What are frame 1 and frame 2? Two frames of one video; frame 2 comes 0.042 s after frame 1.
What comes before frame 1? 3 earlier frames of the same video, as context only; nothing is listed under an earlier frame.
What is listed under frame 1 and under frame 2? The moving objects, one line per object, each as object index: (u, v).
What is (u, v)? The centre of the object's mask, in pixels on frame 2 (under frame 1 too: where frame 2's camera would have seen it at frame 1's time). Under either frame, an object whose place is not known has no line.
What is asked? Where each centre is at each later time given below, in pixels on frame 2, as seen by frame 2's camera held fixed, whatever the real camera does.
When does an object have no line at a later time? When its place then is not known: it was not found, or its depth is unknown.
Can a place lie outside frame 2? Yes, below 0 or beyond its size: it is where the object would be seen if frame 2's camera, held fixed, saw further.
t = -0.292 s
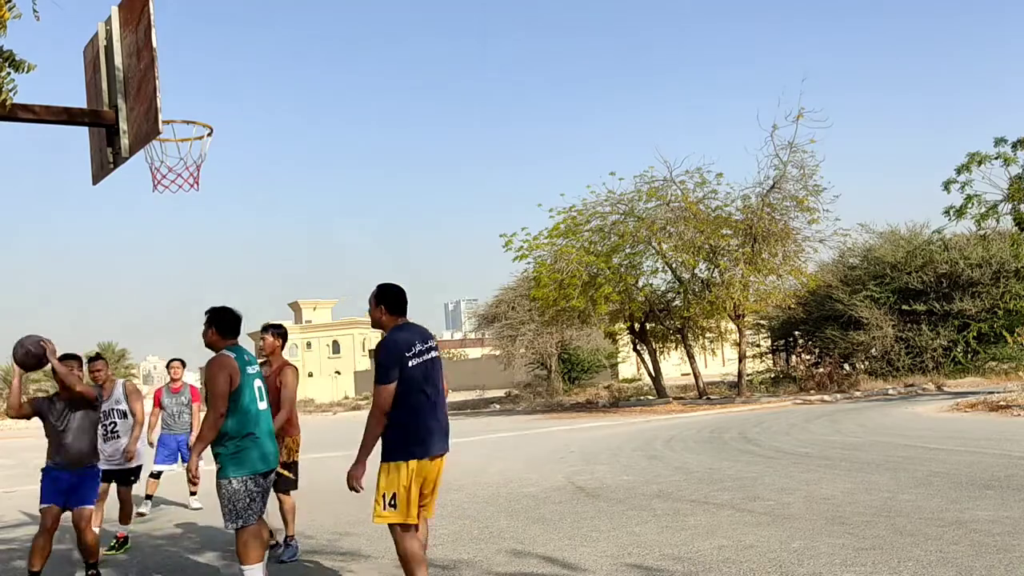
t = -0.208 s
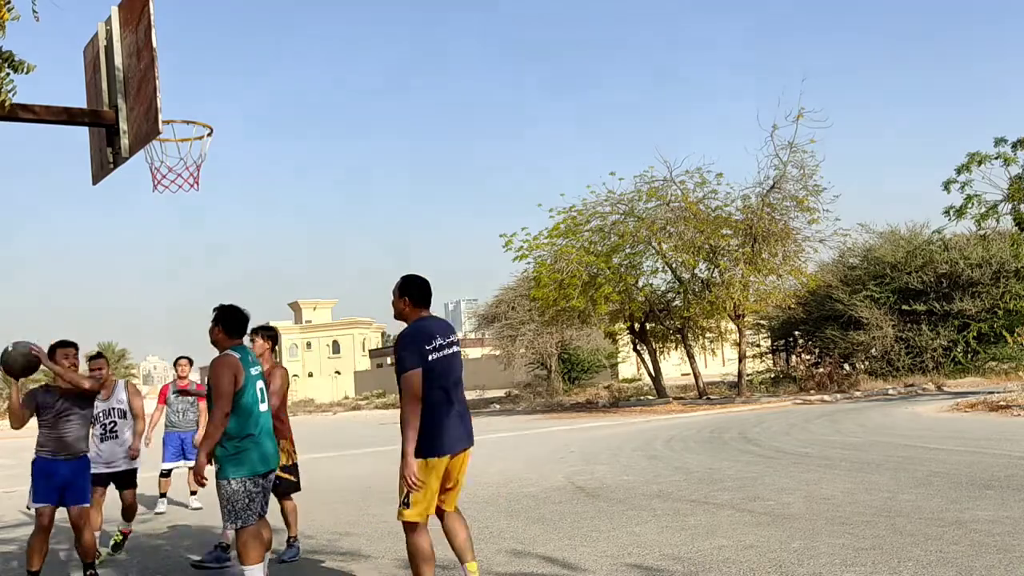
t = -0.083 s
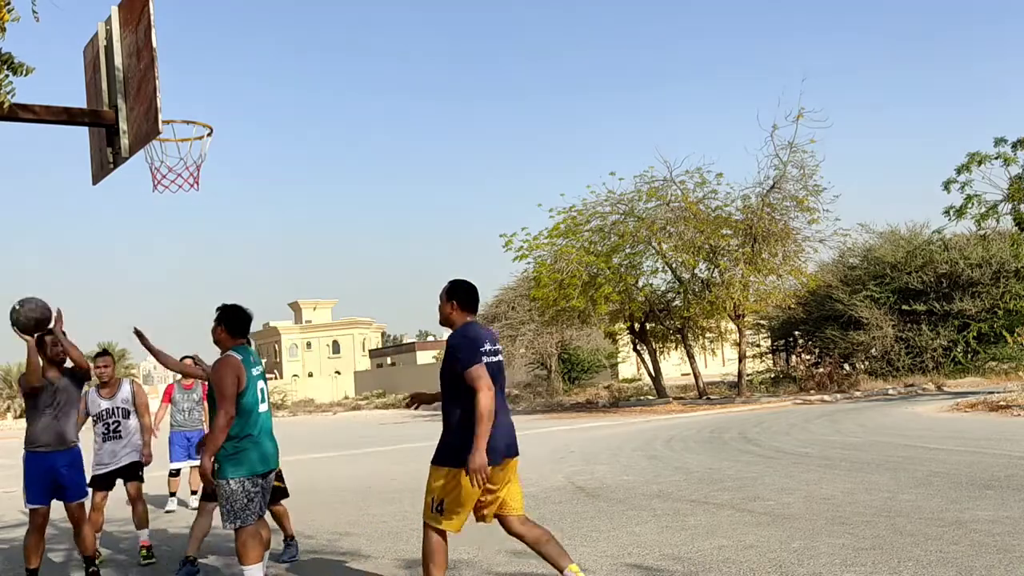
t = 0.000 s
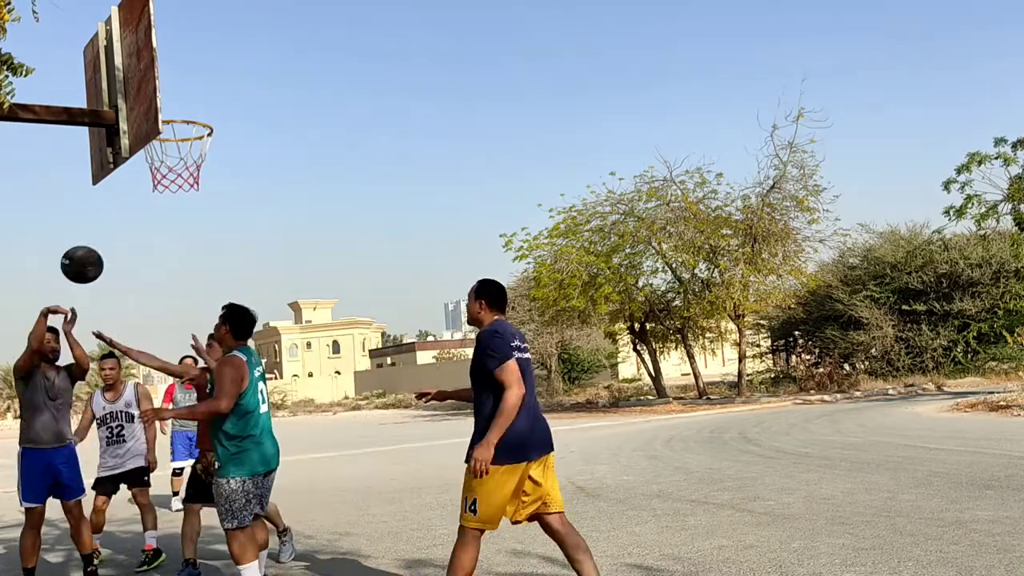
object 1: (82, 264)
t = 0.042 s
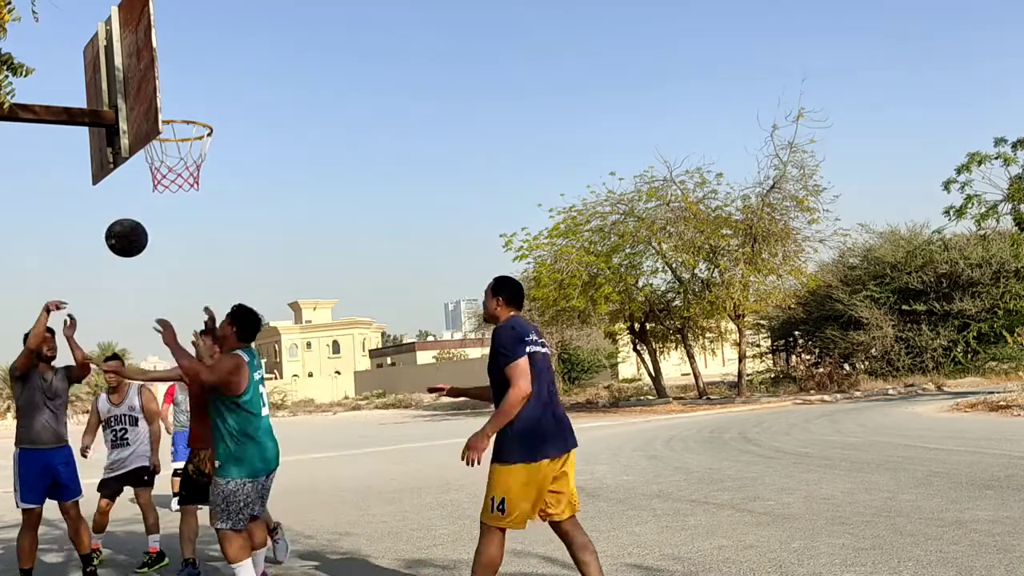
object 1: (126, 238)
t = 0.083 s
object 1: (173, 217)
